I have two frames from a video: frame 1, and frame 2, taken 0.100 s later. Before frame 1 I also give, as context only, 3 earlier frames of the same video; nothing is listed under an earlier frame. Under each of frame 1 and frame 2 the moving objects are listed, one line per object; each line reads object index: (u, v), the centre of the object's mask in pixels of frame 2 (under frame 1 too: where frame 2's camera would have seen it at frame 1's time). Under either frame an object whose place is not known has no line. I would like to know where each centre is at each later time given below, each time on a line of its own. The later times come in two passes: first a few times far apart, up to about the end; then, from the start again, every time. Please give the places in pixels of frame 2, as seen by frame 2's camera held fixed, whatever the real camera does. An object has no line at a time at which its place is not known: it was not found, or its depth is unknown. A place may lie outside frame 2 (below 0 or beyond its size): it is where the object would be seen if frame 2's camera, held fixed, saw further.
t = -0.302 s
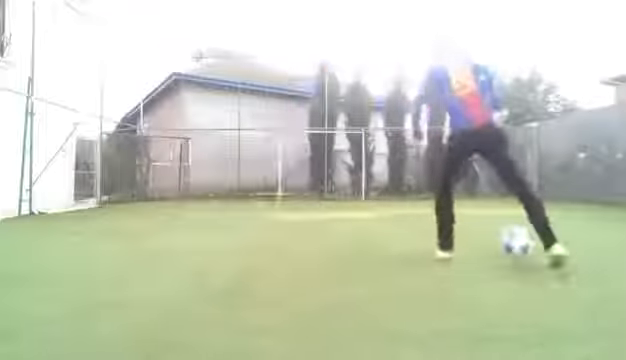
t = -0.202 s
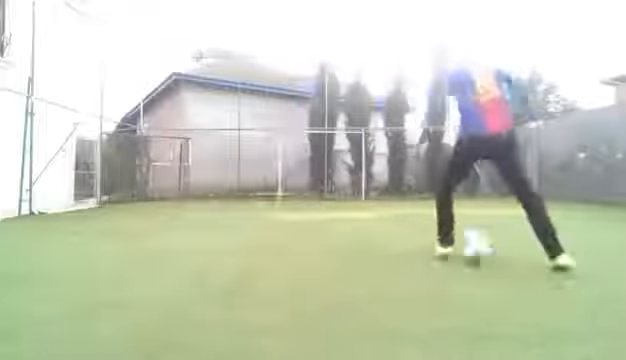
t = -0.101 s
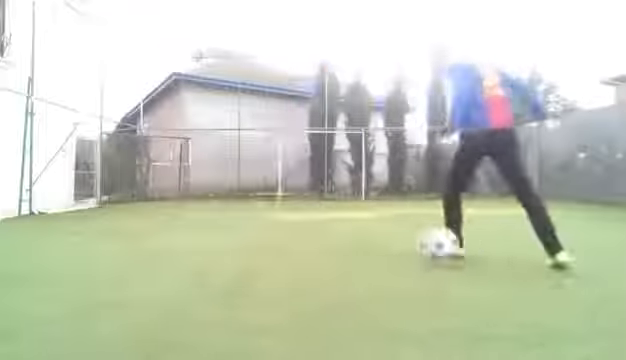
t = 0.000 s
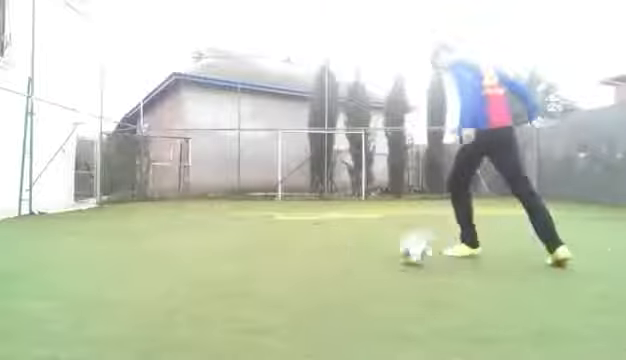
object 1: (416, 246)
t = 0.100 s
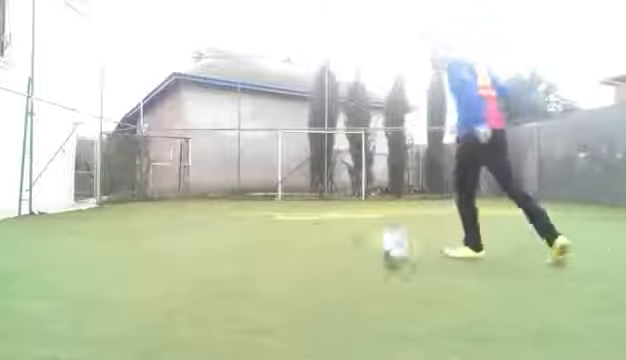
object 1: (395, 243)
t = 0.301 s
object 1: (355, 256)
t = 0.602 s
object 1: (303, 266)
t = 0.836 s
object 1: (246, 276)
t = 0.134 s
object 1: (386, 247)
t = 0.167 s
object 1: (379, 251)
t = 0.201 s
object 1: (370, 254)
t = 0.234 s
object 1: (368, 254)
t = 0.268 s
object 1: (360, 255)
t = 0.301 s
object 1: (355, 256)
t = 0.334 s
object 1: (351, 256)
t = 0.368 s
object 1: (345, 258)
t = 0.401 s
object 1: (340, 258)
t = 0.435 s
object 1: (334, 260)
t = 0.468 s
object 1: (331, 260)
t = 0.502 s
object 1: (321, 262)
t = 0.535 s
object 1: (315, 260)
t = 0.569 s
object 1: (308, 264)
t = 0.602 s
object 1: (303, 266)
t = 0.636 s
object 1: (293, 266)
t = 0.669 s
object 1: (285, 266)
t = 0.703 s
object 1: (279, 269)
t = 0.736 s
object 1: (271, 270)
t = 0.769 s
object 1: (264, 272)
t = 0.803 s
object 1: (257, 274)
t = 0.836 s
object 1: (246, 276)
